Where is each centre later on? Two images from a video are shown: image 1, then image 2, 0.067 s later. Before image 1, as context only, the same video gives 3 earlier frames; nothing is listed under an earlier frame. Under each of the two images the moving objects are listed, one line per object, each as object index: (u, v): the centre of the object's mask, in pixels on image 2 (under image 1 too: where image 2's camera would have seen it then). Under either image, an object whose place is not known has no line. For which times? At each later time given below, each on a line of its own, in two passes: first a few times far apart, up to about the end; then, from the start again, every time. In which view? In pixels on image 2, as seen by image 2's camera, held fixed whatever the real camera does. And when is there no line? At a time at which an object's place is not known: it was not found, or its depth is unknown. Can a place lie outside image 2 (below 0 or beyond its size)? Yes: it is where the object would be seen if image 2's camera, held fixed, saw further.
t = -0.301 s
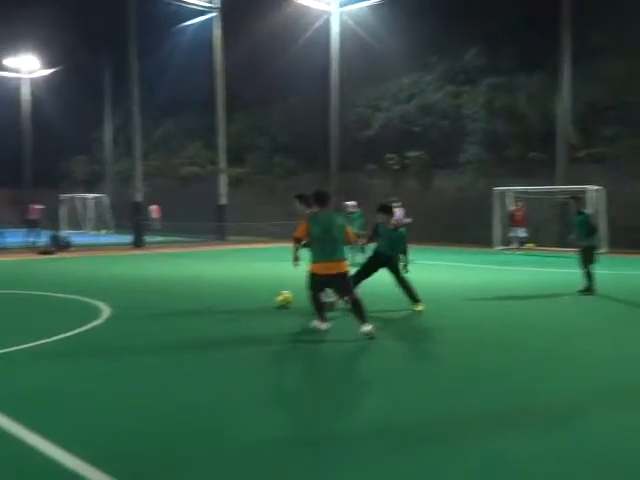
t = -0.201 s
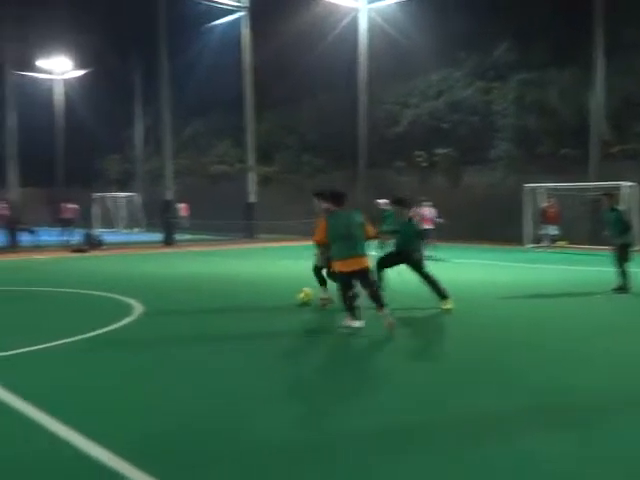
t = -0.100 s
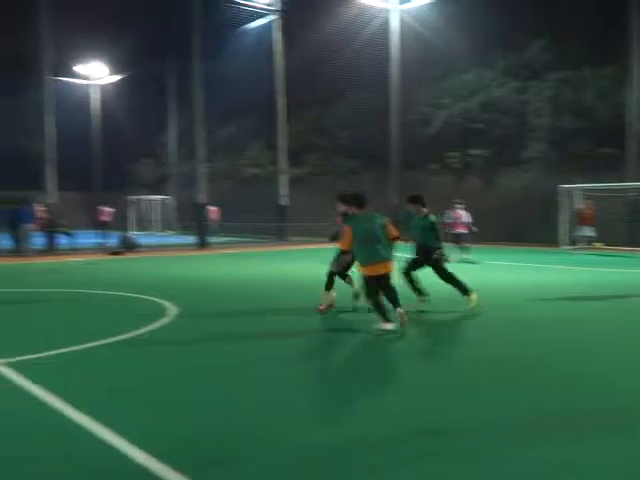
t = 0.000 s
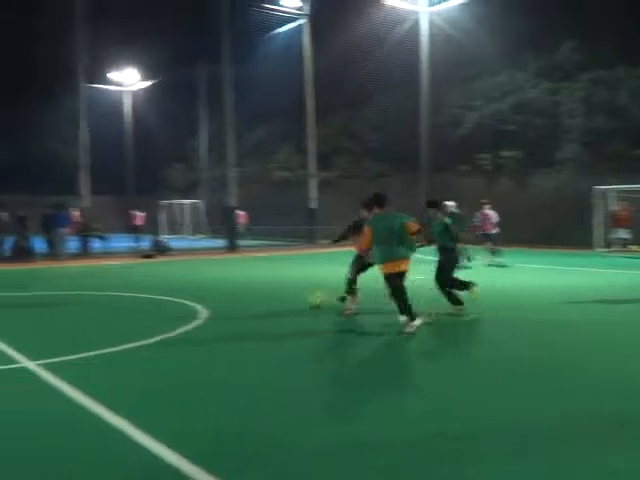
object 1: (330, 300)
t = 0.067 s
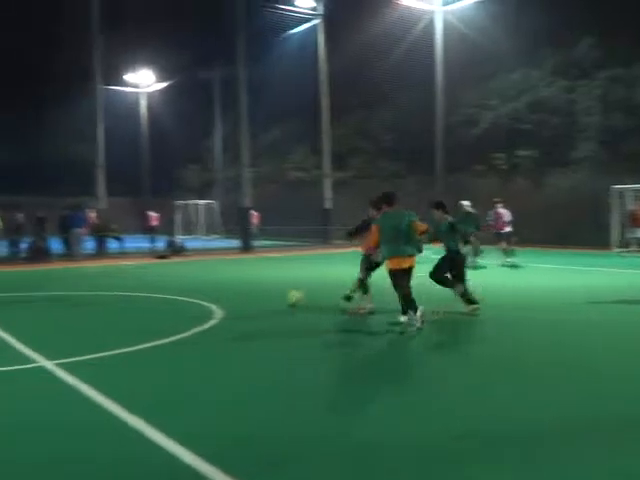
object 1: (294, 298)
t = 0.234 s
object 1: (207, 295)
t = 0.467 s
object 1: (103, 292)
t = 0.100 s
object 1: (274, 298)
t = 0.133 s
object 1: (257, 297)
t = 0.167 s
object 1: (239, 297)
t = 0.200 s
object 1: (222, 295)
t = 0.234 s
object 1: (207, 295)
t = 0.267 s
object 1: (192, 295)
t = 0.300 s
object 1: (176, 293)
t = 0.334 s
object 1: (158, 294)
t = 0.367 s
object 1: (144, 293)
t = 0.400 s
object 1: (130, 293)
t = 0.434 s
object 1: (116, 292)
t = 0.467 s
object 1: (103, 292)
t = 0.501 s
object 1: (90, 292)
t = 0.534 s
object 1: (77, 291)
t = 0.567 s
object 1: (66, 290)
